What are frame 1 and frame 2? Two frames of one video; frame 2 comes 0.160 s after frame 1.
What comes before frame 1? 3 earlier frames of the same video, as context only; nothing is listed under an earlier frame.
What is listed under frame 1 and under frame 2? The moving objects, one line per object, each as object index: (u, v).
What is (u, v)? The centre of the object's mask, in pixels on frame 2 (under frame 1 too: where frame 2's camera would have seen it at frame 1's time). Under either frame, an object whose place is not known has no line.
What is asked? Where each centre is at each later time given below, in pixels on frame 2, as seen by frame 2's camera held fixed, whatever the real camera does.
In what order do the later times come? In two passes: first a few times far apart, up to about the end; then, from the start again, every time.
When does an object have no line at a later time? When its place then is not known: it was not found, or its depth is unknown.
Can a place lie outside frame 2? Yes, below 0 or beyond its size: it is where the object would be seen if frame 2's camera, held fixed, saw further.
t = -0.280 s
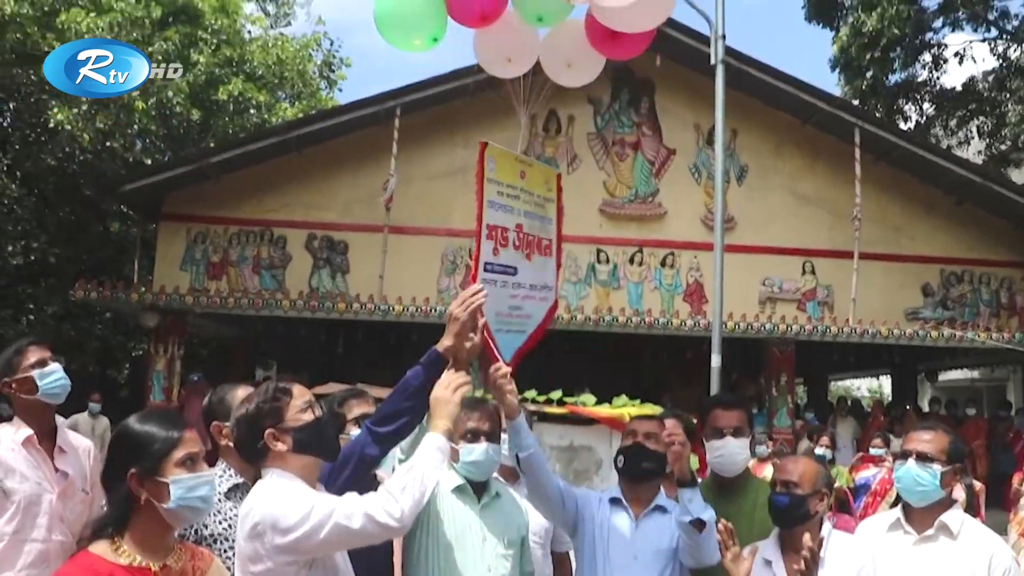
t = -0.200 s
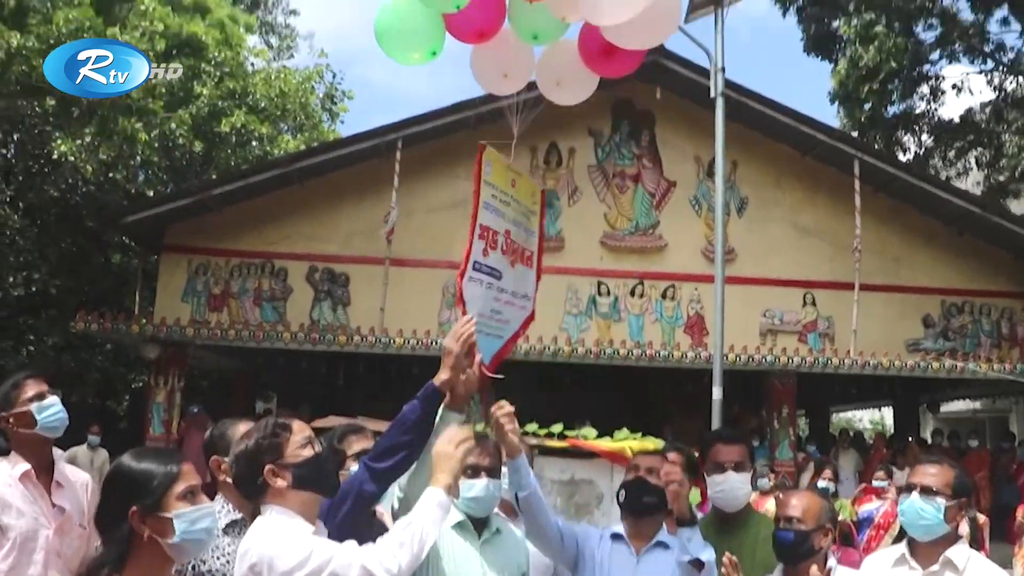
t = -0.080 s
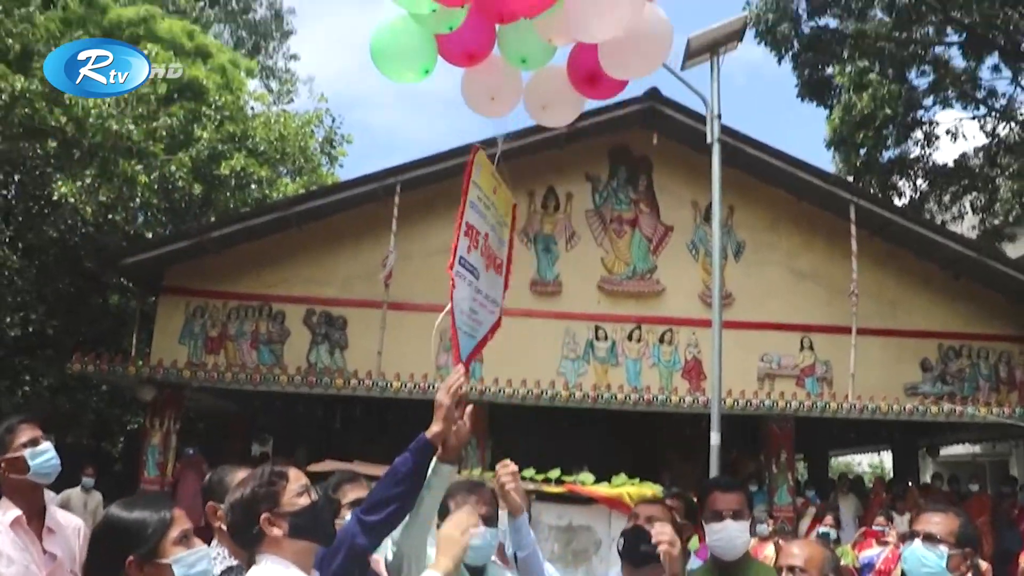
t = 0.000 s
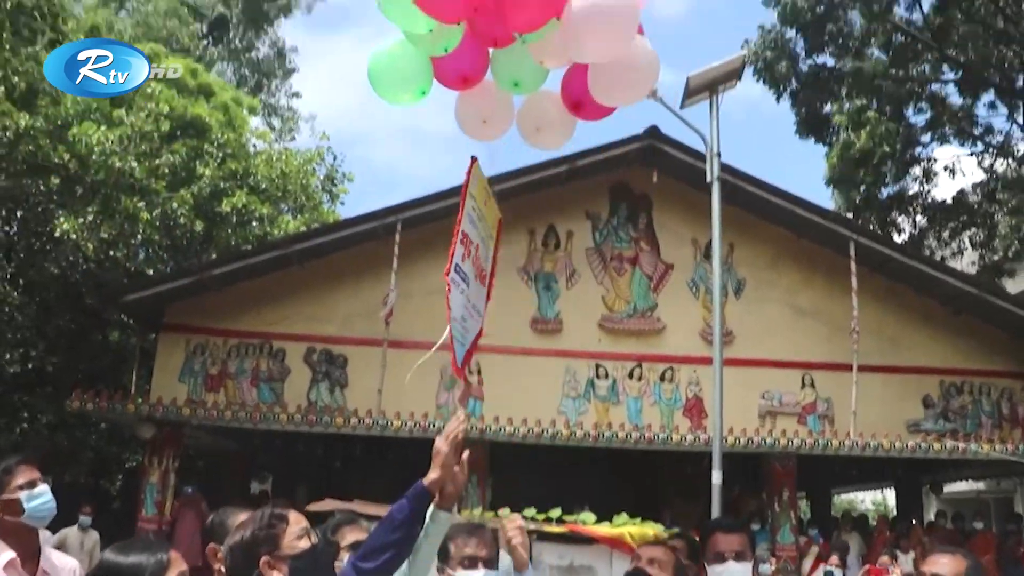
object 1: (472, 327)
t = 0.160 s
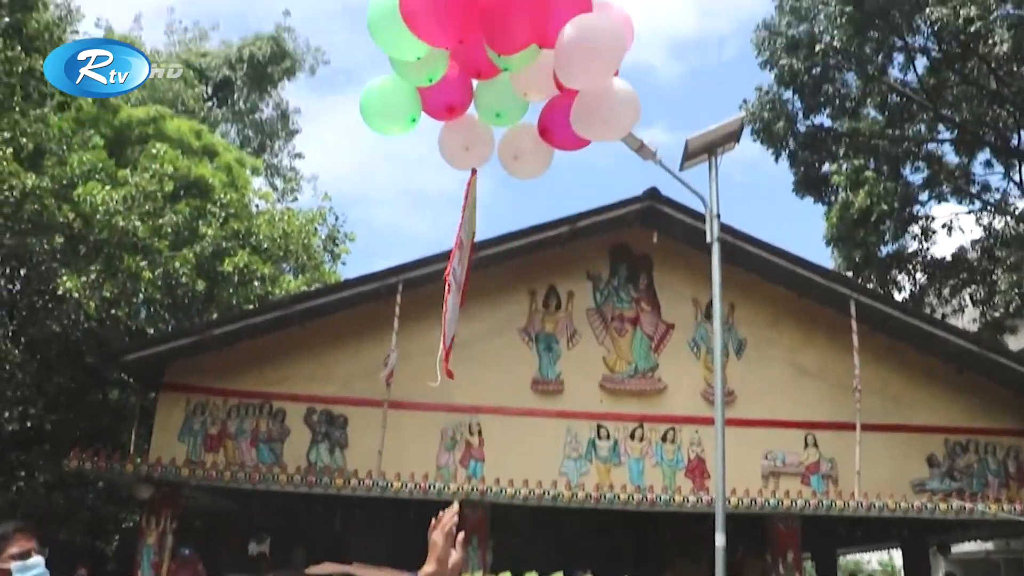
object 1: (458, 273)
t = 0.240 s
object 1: (452, 255)
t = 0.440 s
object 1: (450, 193)
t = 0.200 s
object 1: (454, 270)
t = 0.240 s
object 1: (452, 255)
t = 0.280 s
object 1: (451, 244)
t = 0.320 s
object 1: (451, 226)
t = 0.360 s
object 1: (452, 211)
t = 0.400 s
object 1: (450, 206)
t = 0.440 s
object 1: (450, 193)
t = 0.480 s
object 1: (452, 179)
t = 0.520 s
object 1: (453, 168)
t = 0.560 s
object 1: (453, 158)
